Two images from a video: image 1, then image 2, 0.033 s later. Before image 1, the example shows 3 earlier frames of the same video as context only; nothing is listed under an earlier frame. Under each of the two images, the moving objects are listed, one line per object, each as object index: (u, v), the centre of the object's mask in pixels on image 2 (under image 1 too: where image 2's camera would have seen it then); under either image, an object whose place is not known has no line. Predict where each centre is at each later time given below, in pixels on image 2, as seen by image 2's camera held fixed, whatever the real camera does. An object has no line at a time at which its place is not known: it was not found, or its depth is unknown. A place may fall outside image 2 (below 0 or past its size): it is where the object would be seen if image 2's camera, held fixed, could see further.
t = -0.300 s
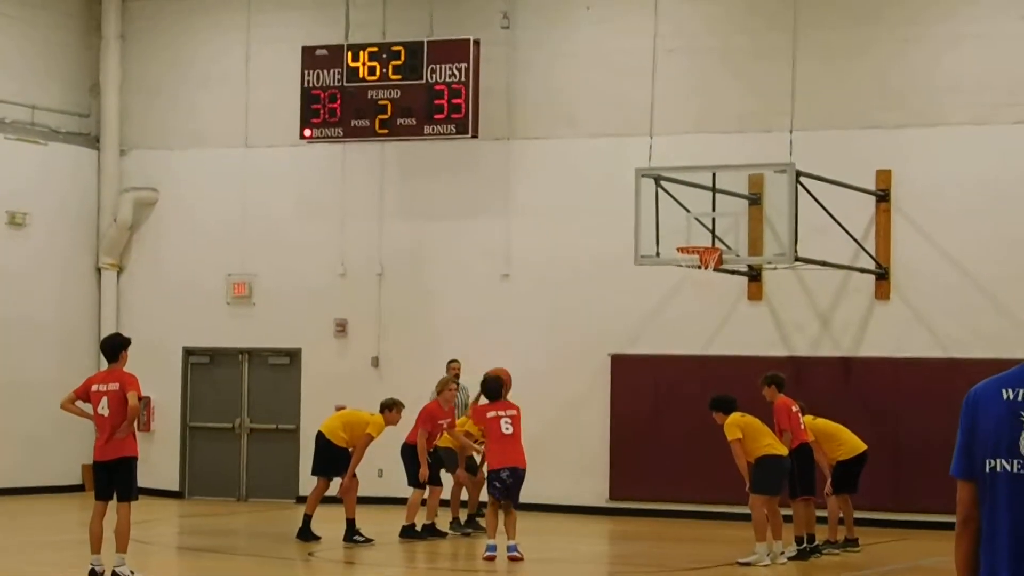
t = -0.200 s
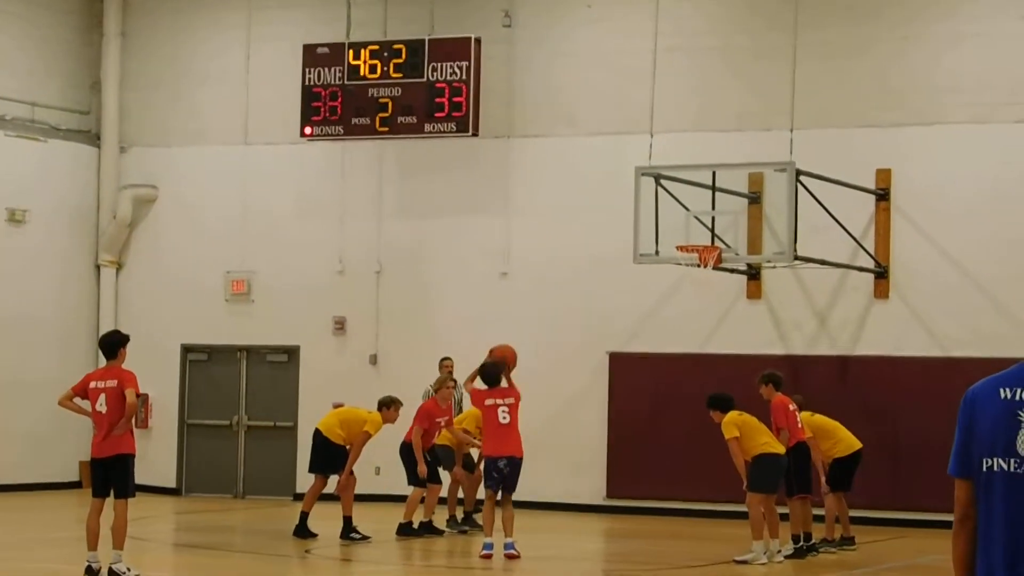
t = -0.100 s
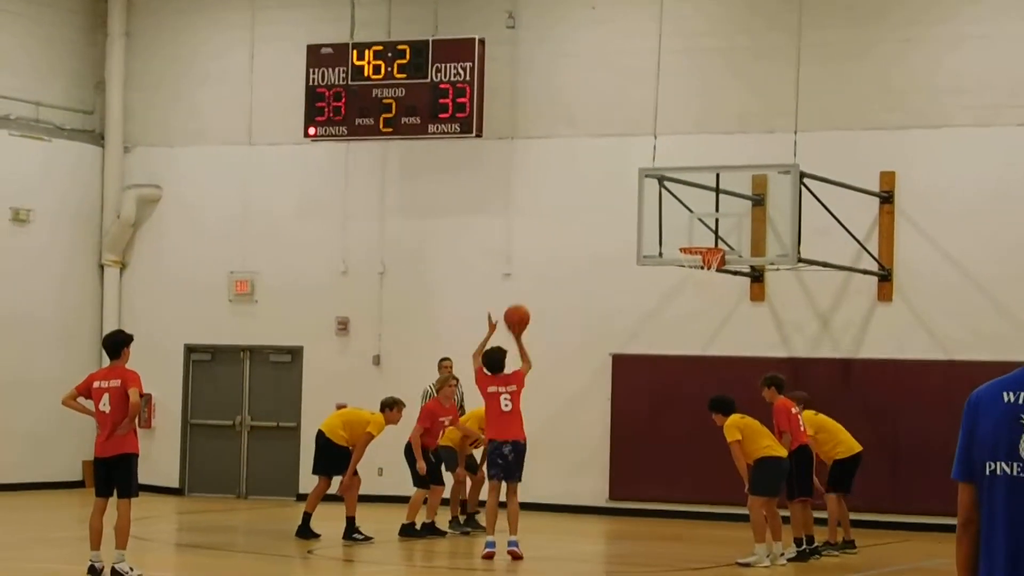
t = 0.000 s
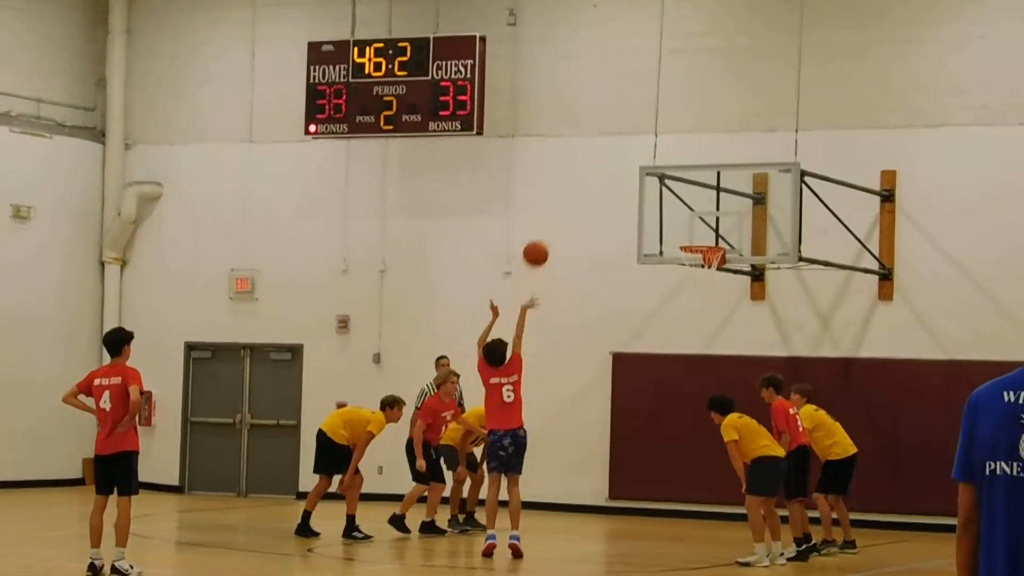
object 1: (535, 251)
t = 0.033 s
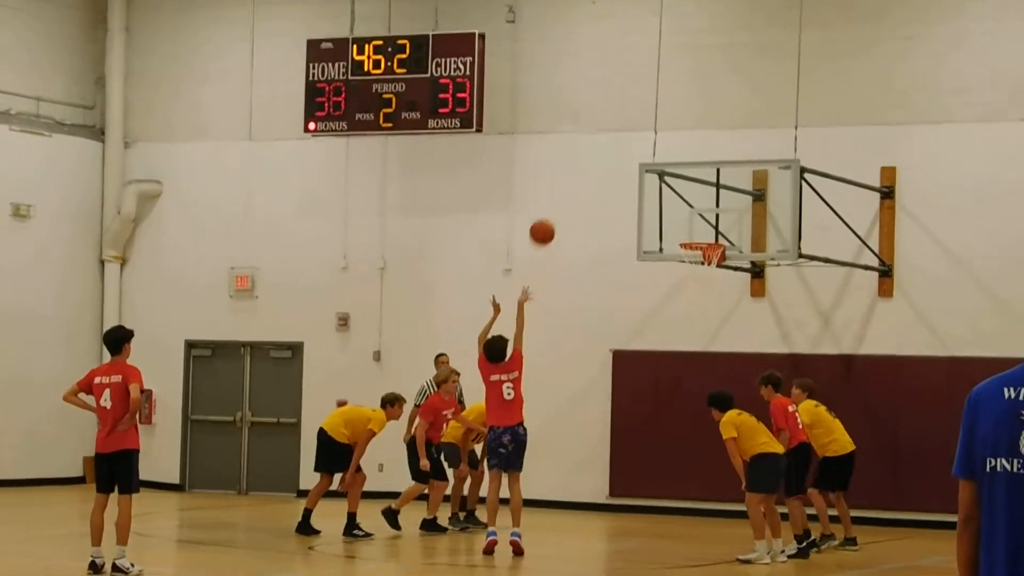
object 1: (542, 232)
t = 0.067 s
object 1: (549, 214)
